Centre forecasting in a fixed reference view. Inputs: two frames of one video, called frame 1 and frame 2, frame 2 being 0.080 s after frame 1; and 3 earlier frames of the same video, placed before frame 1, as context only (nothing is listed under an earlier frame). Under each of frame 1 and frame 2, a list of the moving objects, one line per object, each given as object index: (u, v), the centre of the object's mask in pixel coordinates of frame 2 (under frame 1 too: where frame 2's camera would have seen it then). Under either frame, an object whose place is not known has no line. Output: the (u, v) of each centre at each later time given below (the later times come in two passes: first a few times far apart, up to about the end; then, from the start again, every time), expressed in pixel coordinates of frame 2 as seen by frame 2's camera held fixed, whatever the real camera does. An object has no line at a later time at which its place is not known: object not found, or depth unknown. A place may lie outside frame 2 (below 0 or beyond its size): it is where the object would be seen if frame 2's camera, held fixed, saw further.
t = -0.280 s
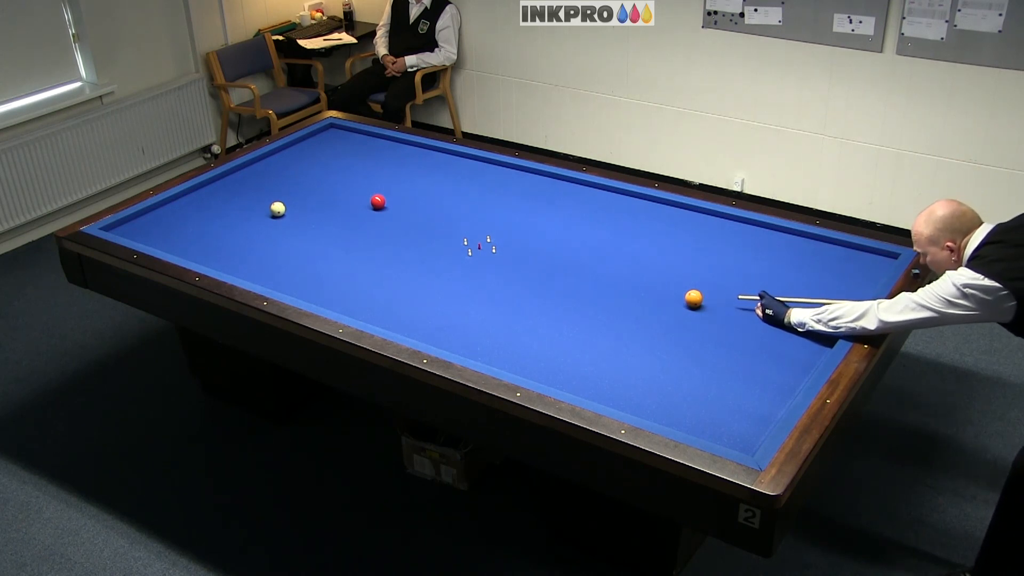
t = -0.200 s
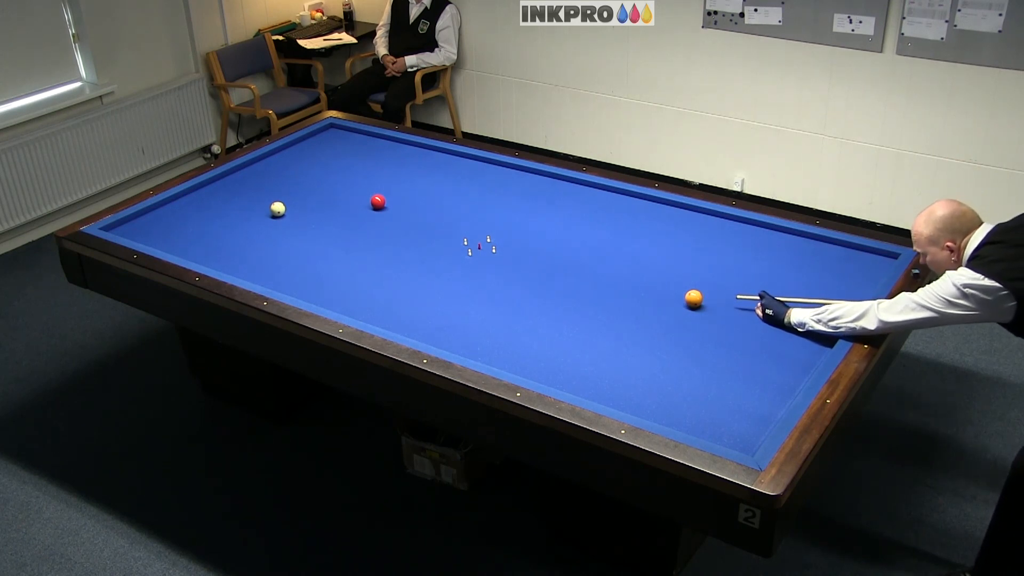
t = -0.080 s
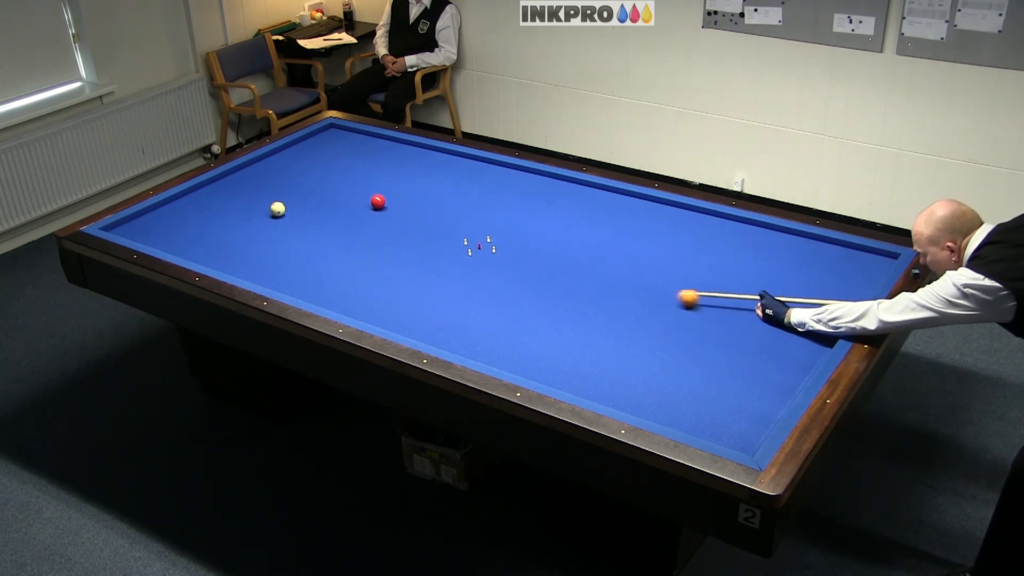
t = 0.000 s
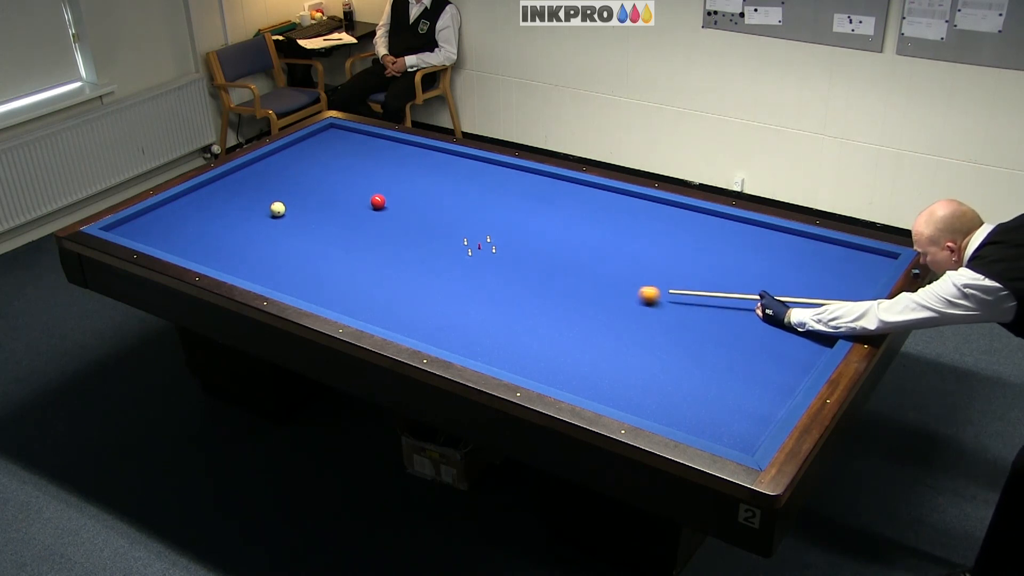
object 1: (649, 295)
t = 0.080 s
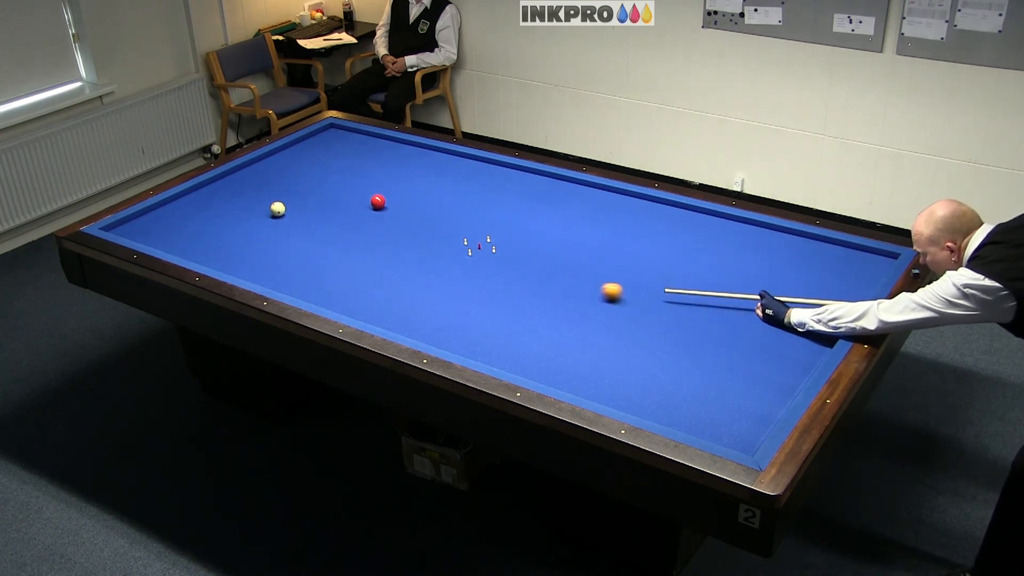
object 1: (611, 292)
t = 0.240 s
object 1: (538, 285)
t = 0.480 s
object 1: (434, 276)
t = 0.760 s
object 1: (318, 266)
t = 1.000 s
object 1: (227, 257)
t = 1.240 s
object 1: (159, 241)
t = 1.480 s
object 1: (135, 220)
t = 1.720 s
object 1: (193, 219)
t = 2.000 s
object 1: (253, 216)
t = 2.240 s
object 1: (298, 218)
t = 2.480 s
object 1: (340, 222)
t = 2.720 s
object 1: (383, 226)
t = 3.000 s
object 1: (433, 231)
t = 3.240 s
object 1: (477, 235)
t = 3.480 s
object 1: (520, 240)
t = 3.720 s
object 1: (563, 244)
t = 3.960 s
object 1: (607, 249)
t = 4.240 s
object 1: (658, 254)
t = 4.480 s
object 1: (701, 259)
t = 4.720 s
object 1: (744, 263)
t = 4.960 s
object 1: (787, 267)
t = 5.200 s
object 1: (830, 272)
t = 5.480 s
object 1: (874, 276)
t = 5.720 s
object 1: (854, 269)
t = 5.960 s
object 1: (837, 263)
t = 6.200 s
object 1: (819, 257)
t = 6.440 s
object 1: (803, 251)
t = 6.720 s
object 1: (785, 245)
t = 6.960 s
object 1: (771, 240)
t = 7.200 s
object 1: (757, 236)
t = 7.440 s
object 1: (744, 231)
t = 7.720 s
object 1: (731, 227)
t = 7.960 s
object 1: (719, 223)
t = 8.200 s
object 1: (709, 219)
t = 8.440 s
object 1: (699, 216)
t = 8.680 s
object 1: (691, 213)
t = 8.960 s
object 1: (681, 210)
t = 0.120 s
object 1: (593, 290)
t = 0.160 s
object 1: (575, 288)
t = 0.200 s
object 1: (556, 287)
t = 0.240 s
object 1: (538, 285)
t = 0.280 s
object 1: (520, 284)
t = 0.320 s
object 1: (503, 282)
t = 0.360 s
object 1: (485, 281)
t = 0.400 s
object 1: (468, 279)
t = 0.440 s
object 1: (451, 277)
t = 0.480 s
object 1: (434, 276)
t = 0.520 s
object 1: (416, 275)
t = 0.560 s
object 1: (400, 273)
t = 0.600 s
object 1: (383, 272)
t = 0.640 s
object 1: (367, 270)
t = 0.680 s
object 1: (351, 269)
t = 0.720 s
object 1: (334, 268)
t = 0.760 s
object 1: (318, 266)
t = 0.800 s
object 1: (303, 265)
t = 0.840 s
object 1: (287, 263)
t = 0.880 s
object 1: (272, 262)
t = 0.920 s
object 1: (256, 260)
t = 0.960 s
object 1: (241, 259)
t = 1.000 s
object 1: (227, 257)
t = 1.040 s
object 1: (211, 256)
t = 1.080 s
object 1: (197, 255)
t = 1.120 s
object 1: (183, 252)
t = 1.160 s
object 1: (173, 249)
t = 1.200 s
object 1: (166, 245)
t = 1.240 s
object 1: (159, 241)
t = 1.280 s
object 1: (152, 237)
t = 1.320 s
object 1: (145, 233)
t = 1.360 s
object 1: (139, 229)
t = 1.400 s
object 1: (133, 225)
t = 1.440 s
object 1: (126, 221)
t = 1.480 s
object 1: (135, 220)
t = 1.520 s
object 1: (146, 220)
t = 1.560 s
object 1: (156, 220)
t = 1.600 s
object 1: (166, 220)
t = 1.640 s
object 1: (175, 220)
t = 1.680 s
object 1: (184, 219)
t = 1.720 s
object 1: (193, 219)
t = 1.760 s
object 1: (201, 218)
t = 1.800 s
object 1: (210, 218)
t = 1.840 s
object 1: (219, 217)
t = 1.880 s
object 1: (227, 217)
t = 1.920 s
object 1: (236, 216)
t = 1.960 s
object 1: (244, 216)
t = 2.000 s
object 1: (253, 216)
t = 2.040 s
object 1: (262, 215)
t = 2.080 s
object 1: (270, 215)
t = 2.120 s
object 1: (276, 216)
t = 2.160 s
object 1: (284, 216)
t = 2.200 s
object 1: (291, 217)
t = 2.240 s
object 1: (298, 218)
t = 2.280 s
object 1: (305, 218)
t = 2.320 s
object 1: (312, 219)
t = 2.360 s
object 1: (319, 220)
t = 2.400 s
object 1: (326, 220)
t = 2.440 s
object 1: (333, 221)
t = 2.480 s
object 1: (340, 222)
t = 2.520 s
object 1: (347, 223)
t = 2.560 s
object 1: (354, 223)
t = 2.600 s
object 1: (361, 224)
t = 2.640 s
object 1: (368, 225)
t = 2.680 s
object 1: (375, 225)
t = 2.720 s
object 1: (383, 226)
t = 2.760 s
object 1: (390, 227)
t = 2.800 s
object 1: (397, 228)
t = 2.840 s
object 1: (404, 228)
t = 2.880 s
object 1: (411, 229)
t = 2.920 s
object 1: (419, 230)
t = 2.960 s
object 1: (426, 230)
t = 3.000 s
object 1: (433, 231)
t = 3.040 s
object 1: (440, 232)
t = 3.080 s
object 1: (447, 232)
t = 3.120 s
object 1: (455, 233)
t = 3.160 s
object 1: (461, 233)
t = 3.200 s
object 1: (469, 234)
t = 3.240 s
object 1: (477, 235)
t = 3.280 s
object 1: (484, 236)
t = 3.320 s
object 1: (491, 237)
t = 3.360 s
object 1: (498, 238)
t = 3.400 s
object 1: (505, 238)
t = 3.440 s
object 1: (512, 239)
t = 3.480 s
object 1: (520, 240)
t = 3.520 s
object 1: (527, 240)
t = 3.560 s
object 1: (535, 241)
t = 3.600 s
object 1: (541, 242)
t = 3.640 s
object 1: (549, 243)
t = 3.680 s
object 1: (556, 243)
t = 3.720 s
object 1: (563, 244)
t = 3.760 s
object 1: (571, 245)
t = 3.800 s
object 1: (578, 246)
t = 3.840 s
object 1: (585, 247)
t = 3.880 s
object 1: (592, 247)
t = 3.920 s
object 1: (599, 248)
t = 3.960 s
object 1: (607, 249)
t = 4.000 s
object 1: (614, 250)
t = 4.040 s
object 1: (622, 250)
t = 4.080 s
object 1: (629, 251)
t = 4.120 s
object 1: (636, 252)
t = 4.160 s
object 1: (643, 253)
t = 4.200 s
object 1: (651, 253)
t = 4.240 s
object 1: (658, 254)
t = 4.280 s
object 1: (665, 255)
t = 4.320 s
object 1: (672, 256)
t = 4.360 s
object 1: (679, 256)
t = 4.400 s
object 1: (686, 257)
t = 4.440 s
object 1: (694, 258)
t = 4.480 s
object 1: (701, 259)
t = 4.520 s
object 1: (708, 259)
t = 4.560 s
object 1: (716, 260)
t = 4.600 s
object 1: (723, 261)
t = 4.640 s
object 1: (730, 261)
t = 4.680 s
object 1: (737, 262)
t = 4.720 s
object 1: (744, 263)
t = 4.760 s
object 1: (752, 264)
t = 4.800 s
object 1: (759, 264)
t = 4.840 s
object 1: (766, 265)
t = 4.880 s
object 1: (773, 266)
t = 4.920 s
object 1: (780, 267)
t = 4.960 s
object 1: (787, 267)
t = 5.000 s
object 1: (794, 268)
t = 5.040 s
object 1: (802, 269)
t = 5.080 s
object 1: (809, 270)
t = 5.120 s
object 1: (816, 270)
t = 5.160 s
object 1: (823, 271)
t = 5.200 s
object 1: (830, 272)
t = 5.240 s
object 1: (837, 273)
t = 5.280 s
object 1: (844, 273)
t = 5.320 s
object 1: (851, 274)
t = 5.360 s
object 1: (859, 275)
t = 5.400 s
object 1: (866, 275)
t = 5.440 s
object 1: (872, 276)
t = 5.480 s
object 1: (874, 276)
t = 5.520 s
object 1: (871, 275)
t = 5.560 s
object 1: (867, 274)
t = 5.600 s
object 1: (864, 273)
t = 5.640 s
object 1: (861, 272)
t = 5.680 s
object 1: (858, 270)
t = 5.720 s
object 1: (854, 269)
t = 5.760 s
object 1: (852, 268)
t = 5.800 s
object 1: (848, 267)
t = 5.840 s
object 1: (845, 266)
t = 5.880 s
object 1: (842, 265)
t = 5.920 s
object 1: (839, 264)
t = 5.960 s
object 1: (837, 263)
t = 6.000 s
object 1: (833, 262)
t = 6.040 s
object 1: (830, 261)
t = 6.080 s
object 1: (827, 260)
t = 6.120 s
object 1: (824, 259)
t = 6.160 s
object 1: (822, 258)
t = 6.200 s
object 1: (819, 257)
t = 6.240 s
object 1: (816, 256)
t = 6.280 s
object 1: (813, 255)
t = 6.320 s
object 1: (811, 254)
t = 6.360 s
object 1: (808, 253)
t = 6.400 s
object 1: (805, 252)
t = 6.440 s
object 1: (803, 251)
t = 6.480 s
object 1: (800, 251)
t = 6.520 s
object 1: (797, 250)
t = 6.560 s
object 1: (795, 249)
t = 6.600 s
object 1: (793, 248)
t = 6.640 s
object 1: (790, 247)
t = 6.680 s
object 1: (787, 246)
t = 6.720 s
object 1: (785, 245)
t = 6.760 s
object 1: (782, 244)
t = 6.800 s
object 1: (780, 244)
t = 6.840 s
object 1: (778, 243)
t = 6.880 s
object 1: (775, 242)
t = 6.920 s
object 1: (773, 241)
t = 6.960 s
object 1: (771, 240)
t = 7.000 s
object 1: (768, 240)
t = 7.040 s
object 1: (766, 239)
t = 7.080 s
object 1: (764, 238)
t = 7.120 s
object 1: (761, 237)
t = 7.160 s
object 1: (759, 236)
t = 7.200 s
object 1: (757, 236)
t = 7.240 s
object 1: (755, 235)
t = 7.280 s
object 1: (753, 234)
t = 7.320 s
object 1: (751, 233)
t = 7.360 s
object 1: (749, 233)
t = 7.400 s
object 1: (747, 232)
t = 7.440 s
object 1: (744, 231)
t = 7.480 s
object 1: (742, 231)
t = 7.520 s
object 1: (740, 230)
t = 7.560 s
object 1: (738, 229)
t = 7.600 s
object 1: (736, 229)
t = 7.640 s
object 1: (734, 228)
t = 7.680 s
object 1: (732, 227)
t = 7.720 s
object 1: (731, 227)
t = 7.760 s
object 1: (729, 226)
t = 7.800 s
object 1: (727, 225)
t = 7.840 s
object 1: (725, 225)
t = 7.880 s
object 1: (723, 224)
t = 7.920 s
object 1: (721, 224)
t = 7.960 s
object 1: (719, 223)
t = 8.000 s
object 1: (718, 222)
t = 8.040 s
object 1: (716, 222)
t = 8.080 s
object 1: (714, 221)
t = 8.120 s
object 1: (712, 221)
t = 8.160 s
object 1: (711, 220)
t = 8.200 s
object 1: (709, 219)
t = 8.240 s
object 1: (708, 219)
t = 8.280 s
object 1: (706, 218)
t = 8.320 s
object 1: (704, 218)
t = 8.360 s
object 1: (703, 217)
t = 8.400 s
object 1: (701, 217)
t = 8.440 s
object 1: (699, 216)
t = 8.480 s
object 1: (698, 216)
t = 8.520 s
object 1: (696, 215)
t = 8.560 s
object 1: (695, 215)
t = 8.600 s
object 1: (694, 214)
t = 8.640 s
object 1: (692, 214)
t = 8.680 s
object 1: (691, 213)
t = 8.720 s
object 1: (689, 213)
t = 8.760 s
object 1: (688, 212)
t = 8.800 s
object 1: (686, 211)
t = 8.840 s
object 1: (685, 211)
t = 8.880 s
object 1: (683, 211)
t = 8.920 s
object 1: (682, 210)
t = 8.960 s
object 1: (681, 210)
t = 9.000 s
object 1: (680, 209)
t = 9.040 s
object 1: (678, 209)
